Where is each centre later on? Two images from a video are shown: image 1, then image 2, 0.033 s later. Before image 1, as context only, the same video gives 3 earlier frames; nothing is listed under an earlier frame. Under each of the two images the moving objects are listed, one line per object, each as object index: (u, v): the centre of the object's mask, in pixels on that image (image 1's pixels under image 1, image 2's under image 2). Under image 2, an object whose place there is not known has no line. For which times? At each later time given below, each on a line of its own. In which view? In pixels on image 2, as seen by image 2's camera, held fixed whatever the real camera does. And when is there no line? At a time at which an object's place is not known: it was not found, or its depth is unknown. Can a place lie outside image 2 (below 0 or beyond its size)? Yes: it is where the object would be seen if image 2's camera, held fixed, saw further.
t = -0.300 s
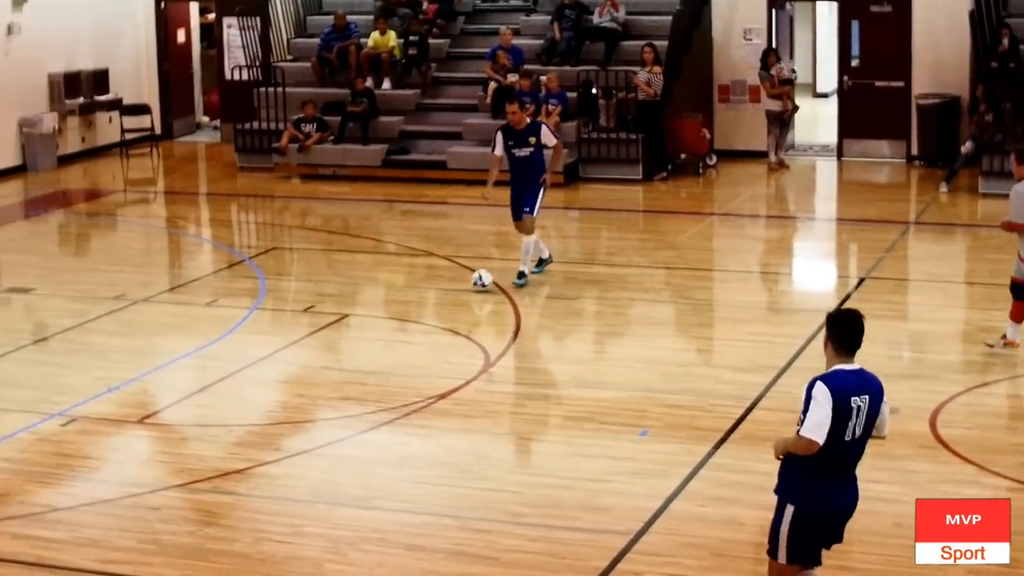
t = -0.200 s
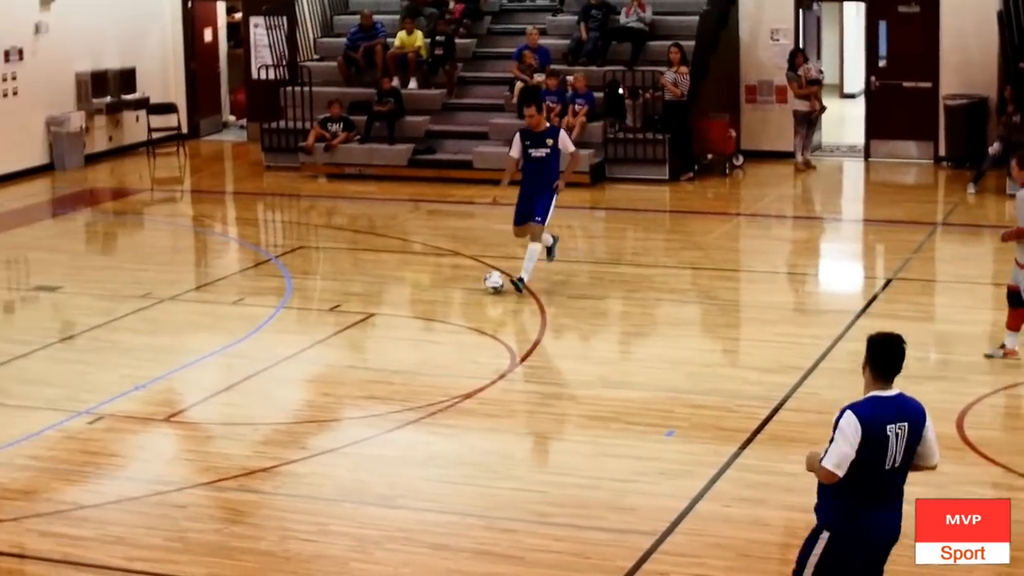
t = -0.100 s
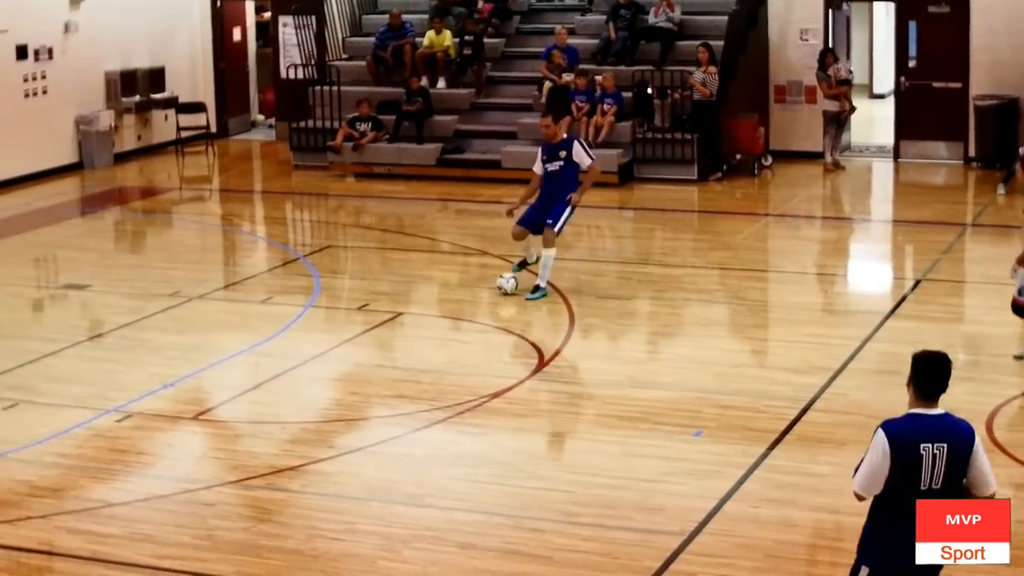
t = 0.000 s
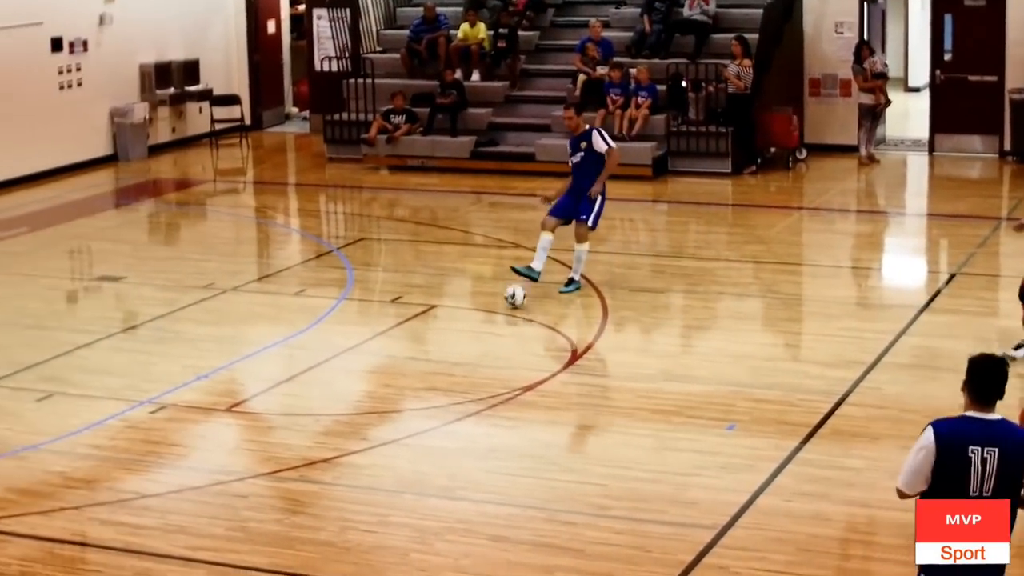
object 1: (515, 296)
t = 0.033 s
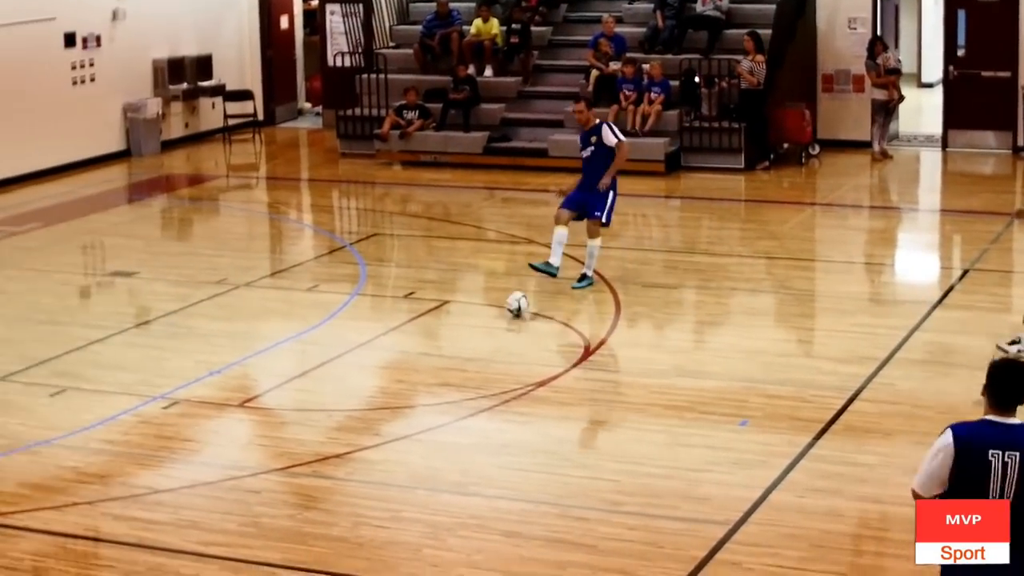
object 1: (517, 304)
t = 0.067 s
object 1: (506, 315)
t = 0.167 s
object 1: (469, 357)
